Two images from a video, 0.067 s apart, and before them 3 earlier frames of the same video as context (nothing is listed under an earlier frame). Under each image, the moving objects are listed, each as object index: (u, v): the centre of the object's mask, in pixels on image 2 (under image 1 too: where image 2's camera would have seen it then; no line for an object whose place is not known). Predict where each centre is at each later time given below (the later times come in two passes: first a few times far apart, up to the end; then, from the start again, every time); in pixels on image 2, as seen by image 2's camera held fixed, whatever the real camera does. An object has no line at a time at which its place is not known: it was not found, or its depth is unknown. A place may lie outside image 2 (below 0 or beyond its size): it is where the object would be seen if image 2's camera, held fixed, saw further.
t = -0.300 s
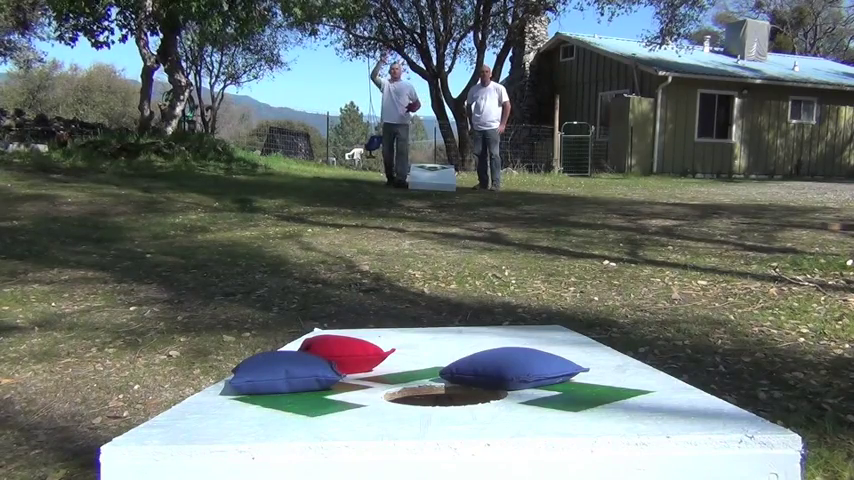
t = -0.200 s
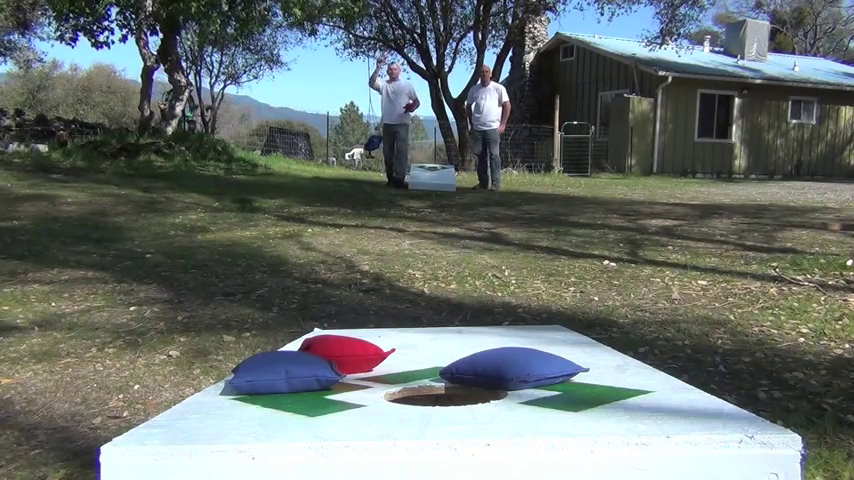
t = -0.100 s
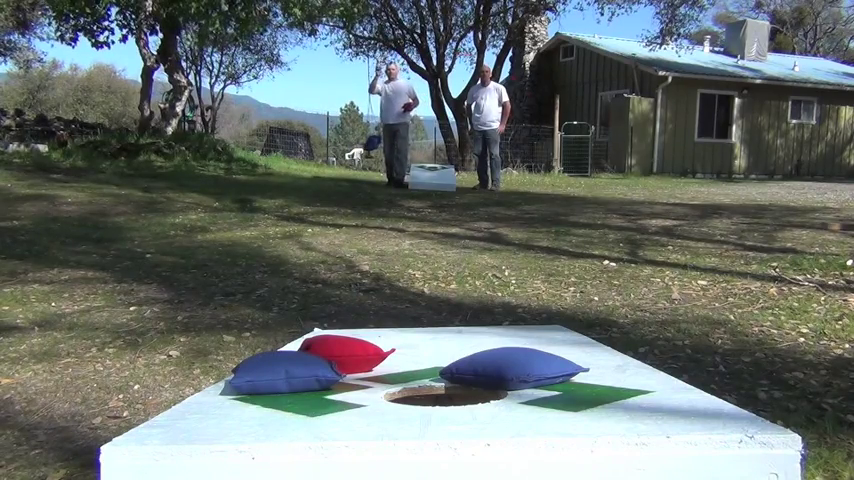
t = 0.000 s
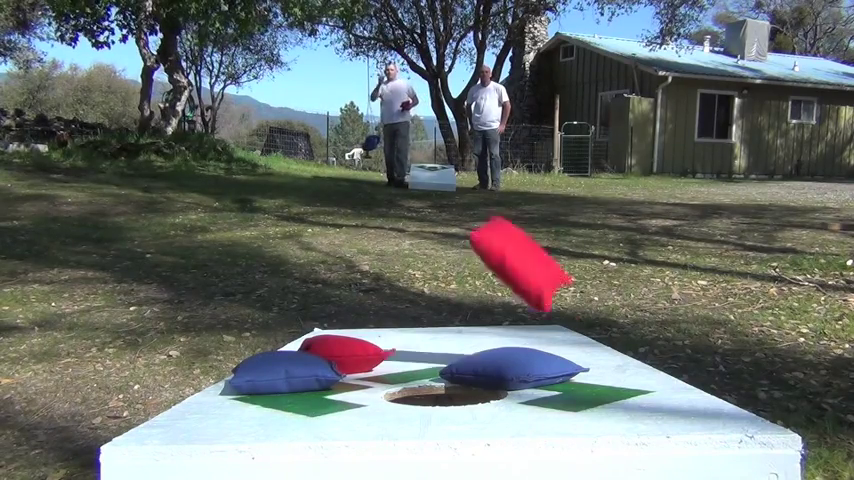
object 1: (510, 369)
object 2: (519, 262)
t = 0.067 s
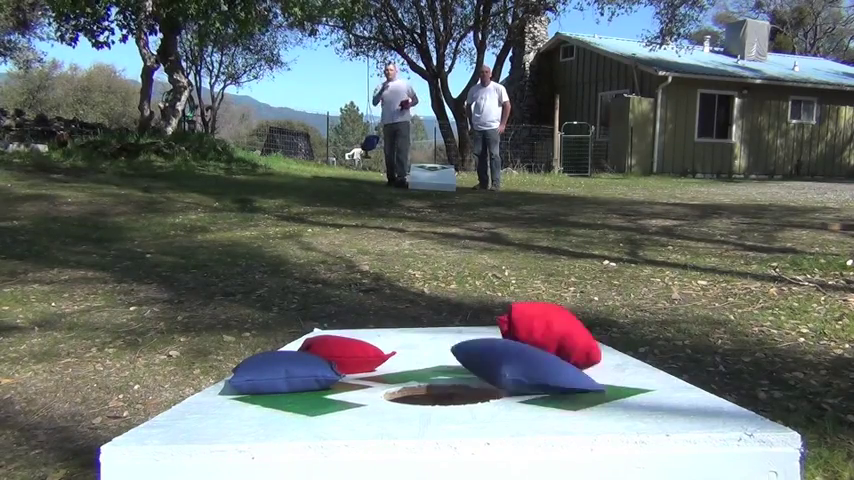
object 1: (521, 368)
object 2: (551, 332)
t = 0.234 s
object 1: (538, 384)
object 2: (595, 354)
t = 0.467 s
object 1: (537, 386)
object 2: (591, 357)
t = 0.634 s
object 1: (537, 386)
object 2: (591, 357)
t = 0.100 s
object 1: (526, 374)
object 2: (564, 333)
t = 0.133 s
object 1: (531, 379)
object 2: (577, 338)
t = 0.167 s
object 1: (536, 382)
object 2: (590, 349)
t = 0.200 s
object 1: (537, 384)
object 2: (594, 353)
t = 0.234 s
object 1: (538, 384)
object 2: (595, 354)
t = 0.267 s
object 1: (538, 385)
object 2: (594, 356)
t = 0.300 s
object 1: (538, 386)
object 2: (592, 357)
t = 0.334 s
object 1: (537, 386)
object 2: (591, 357)
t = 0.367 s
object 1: (537, 386)
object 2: (591, 357)
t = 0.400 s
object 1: (537, 386)
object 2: (591, 357)
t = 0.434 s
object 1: (537, 386)
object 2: (591, 357)
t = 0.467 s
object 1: (537, 386)
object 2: (591, 357)
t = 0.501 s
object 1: (537, 386)
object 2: (591, 357)
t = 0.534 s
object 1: (537, 386)
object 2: (591, 357)
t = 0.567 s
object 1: (537, 386)
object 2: (591, 357)
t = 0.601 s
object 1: (537, 386)
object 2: (591, 357)
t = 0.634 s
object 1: (537, 386)
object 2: (591, 357)
